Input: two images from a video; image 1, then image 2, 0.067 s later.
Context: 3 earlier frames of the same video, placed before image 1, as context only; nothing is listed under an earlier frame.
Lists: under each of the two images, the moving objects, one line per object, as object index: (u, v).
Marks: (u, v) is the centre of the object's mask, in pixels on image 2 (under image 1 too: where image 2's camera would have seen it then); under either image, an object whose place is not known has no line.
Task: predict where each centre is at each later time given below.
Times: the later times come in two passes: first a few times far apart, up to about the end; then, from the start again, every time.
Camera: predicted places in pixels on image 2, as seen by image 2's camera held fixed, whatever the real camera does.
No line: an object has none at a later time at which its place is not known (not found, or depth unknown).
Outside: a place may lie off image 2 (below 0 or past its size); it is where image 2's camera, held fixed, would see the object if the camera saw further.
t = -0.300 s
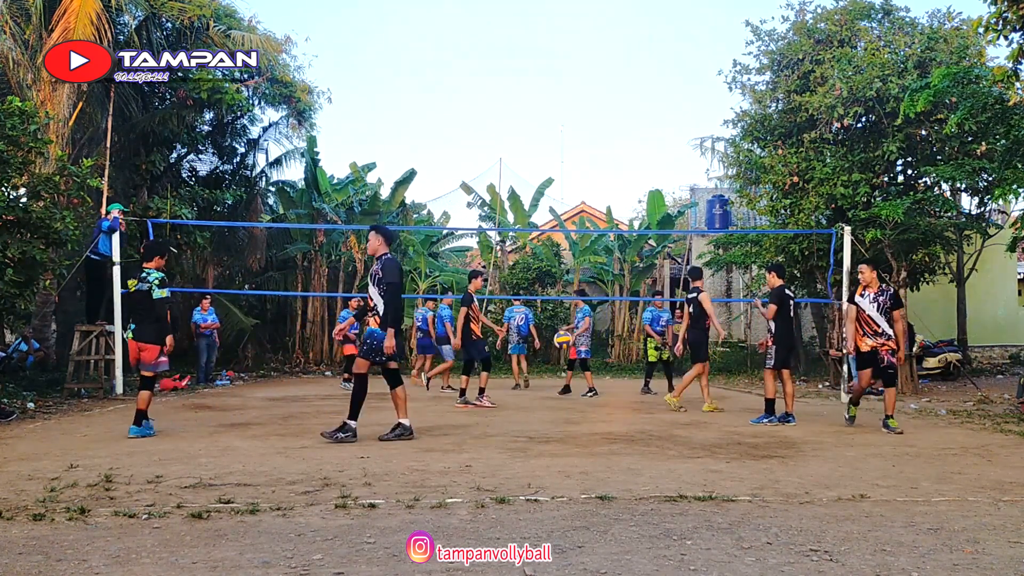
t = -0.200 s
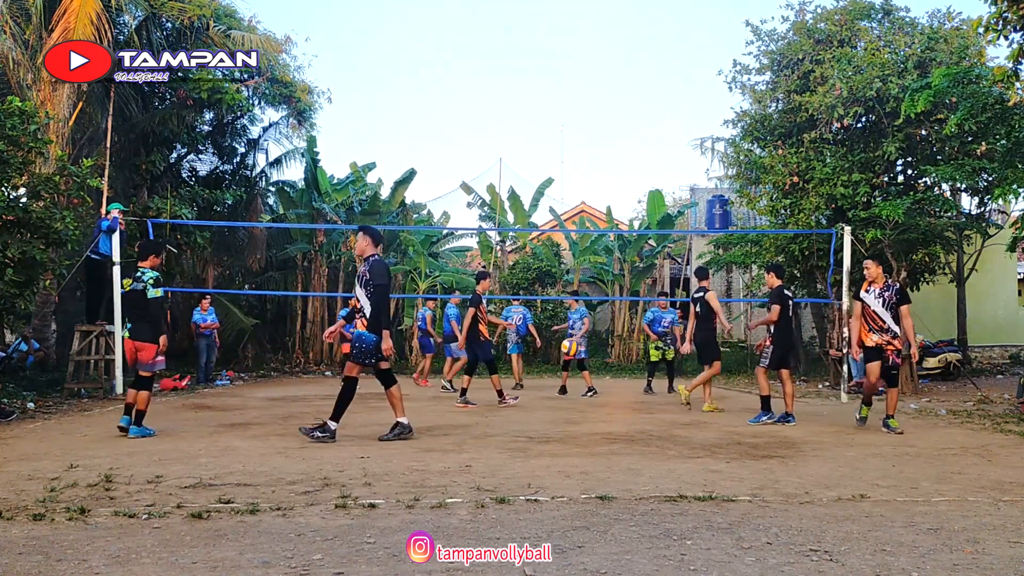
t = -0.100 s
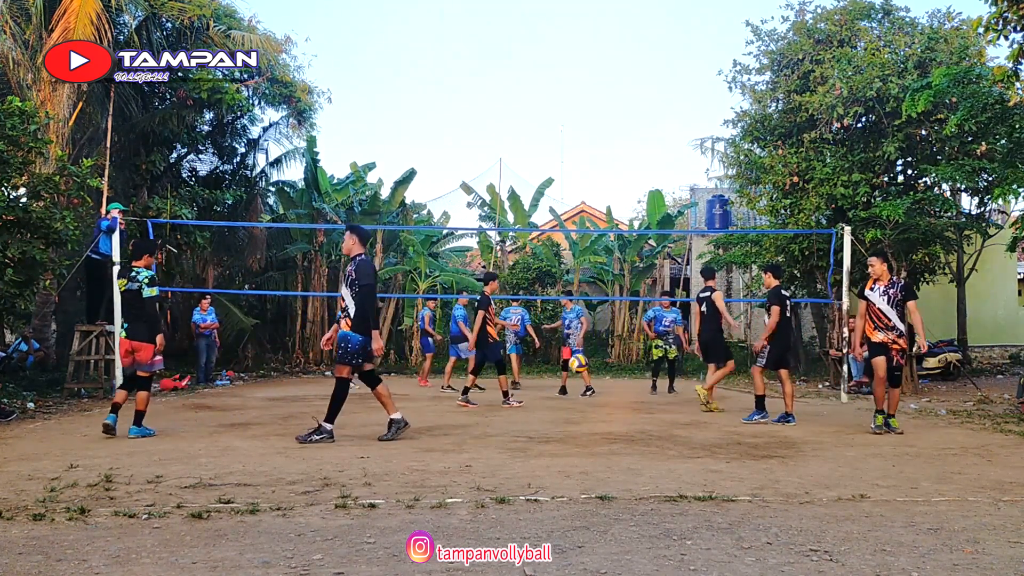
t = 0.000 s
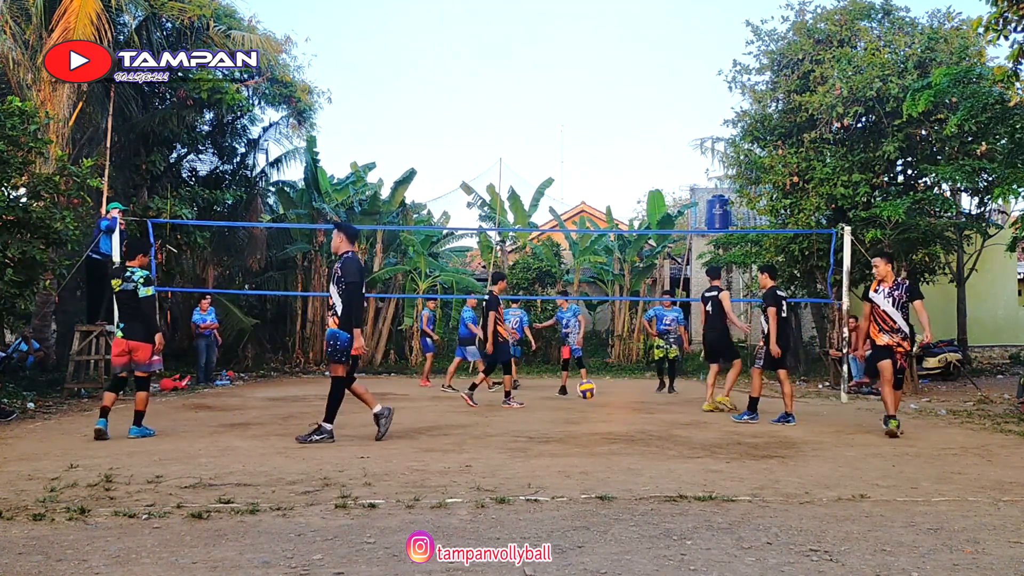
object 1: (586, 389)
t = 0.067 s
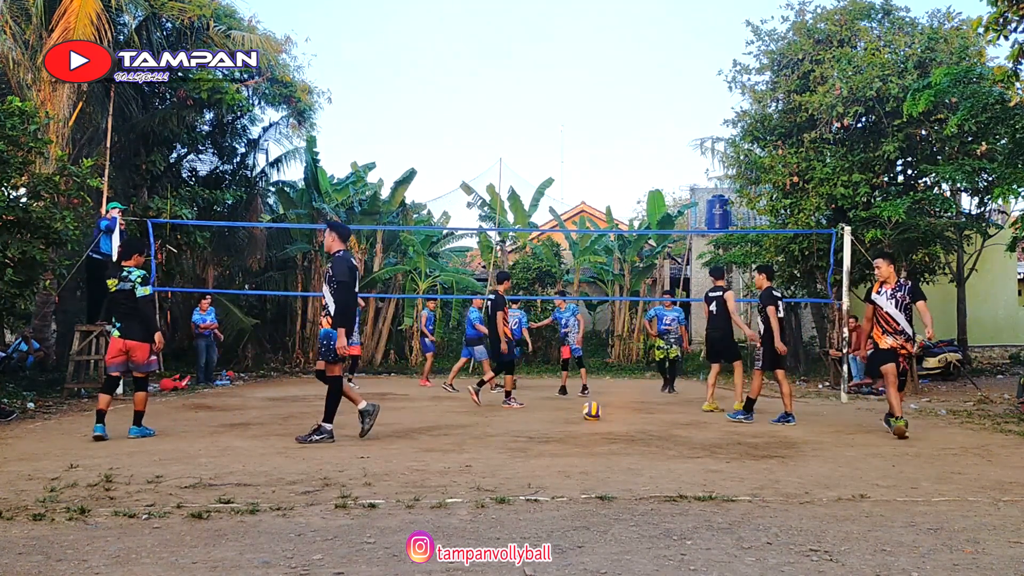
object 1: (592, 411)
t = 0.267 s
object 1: (610, 369)
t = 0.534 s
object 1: (636, 368)
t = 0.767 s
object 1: (662, 418)
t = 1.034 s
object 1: (694, 379)
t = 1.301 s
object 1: (729, 418)
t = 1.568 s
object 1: (771, 397)
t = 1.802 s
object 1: (814, 421)
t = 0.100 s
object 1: (594, 402)
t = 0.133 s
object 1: (598, 394)
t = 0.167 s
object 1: (601, 386)
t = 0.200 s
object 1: (604, 380)
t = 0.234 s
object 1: (607, 374)
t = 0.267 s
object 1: (610, 369)
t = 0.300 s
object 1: (613, 366)
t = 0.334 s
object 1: (616, 363)
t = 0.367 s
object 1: (619, 361)
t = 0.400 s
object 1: (623, 360)
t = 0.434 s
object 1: (626, 360)
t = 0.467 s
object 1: (629, 362)
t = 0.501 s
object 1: (633, 365)
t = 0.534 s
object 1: (636, 368)
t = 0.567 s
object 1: (640, 373)
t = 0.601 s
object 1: (643, 379)
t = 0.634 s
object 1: (647, 386)
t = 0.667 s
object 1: (651, 395)
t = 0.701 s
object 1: (655, 405)
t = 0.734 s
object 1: (658, 416)
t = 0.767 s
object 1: (662, 418)
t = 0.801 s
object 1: (666, 410)
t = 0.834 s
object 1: (669, 402)
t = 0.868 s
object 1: (673, 395)
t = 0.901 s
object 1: (677, 390)
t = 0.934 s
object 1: (681, 385)
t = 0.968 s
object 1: (685, 382)
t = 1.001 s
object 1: (689, 380)
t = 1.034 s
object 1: (694, 379)
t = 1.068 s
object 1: (697, 380)
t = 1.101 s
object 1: (701, 381)
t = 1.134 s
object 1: (706, 384)
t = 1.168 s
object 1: (711, 388)
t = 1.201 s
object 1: (715, 394)
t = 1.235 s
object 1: (719, 401)
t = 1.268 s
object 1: (724, 408)
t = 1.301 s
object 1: (729, 418)
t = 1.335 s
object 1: (734, 429)
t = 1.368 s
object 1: (739, 430)
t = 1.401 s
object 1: (743, 421)
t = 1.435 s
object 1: (749, 414)
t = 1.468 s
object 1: (755, 408)
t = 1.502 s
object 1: (760, 403)
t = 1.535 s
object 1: (765, 399)
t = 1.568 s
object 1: (771, 397)
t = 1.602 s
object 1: (777, 397)
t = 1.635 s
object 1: (783, 397)
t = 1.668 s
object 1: (789, 399)
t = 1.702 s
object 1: (795, 402)
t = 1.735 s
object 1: (801, 407)
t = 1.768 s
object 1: (807, 413)
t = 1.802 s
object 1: (814, 421)
